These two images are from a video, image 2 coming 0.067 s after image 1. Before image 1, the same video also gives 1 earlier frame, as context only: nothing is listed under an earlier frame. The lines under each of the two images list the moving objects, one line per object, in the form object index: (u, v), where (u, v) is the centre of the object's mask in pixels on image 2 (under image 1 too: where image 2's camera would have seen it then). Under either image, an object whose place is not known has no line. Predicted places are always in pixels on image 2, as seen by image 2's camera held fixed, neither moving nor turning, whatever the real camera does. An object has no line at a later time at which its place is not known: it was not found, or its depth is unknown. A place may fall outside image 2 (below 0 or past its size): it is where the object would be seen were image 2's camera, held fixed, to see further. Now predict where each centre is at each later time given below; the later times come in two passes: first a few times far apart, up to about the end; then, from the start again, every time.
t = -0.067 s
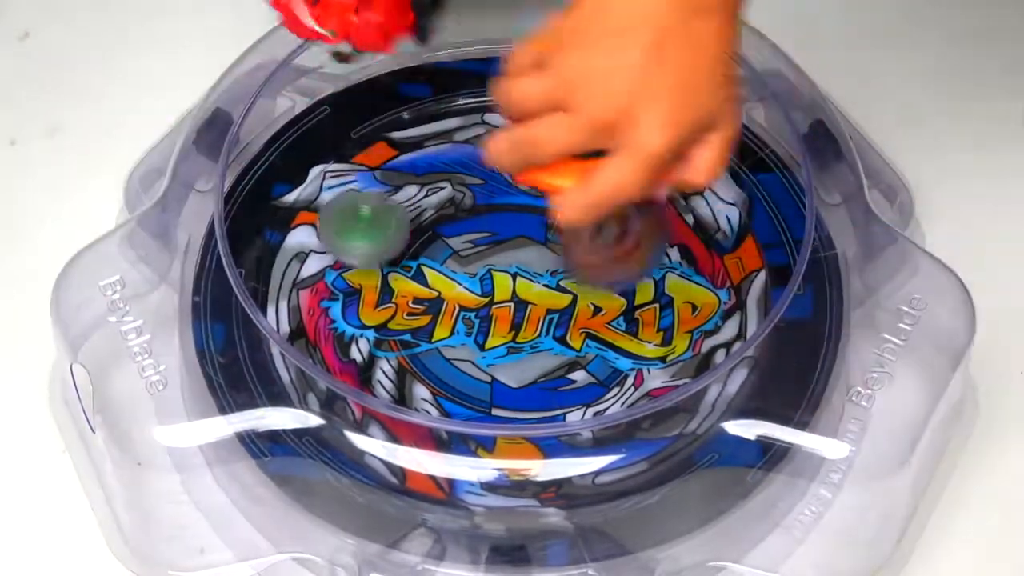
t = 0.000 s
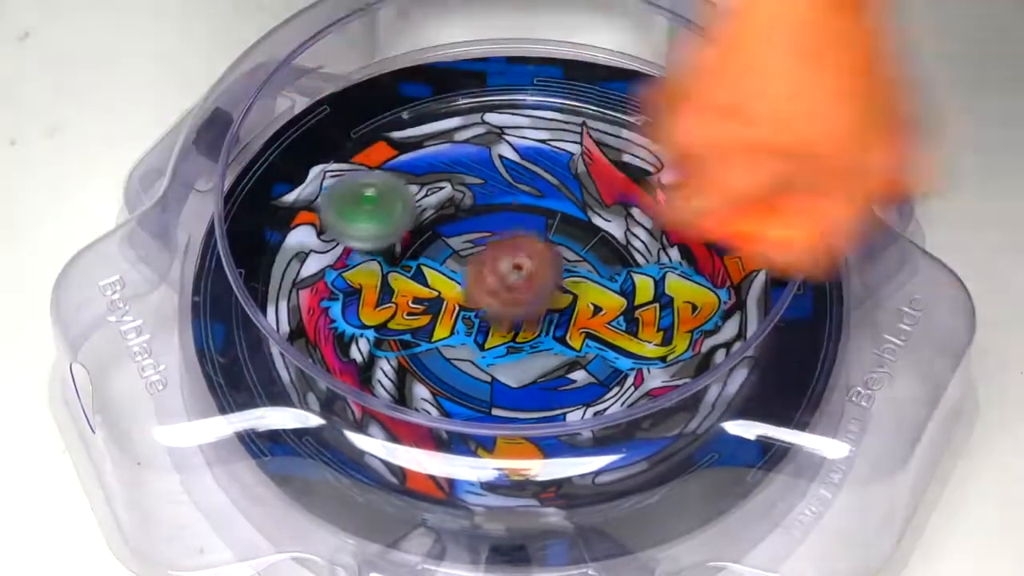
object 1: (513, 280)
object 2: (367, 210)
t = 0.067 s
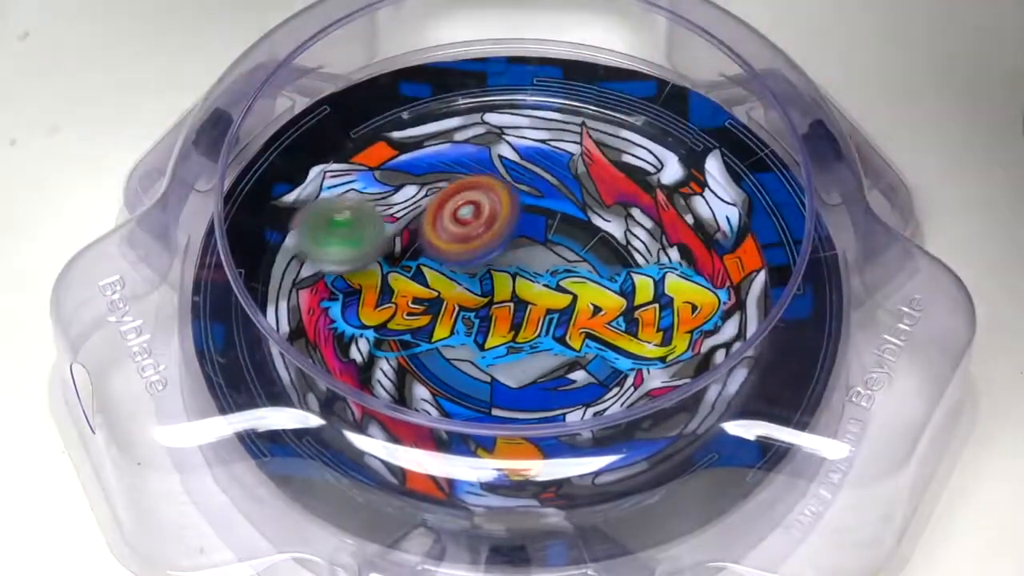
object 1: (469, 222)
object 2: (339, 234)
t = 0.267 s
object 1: (468, 225)
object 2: (222, 232)
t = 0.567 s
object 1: (558, 383)
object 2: (298, 309)
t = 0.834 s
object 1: (659, 386)
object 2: (336, 302)
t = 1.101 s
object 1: (509, 316)
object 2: (376, 272)
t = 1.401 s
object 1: (619, 428)
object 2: (459, 164)
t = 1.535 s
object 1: (652, 351)
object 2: (562, 178)
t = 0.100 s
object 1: (462, 215)
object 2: (300, 239)
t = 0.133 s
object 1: (456, 225)
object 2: (277, 228)
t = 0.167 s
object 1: (452, 246)
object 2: (259, 230)
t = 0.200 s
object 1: (458, 230)
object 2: (239, 225)
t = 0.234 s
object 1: (463, 224)
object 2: (228, 229)
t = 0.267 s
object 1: (468, 225)
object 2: (222, 232)
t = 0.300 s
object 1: (477, 246)
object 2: (225, 241)
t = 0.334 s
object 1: (483, 277)
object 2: (231, 249)
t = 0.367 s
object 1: (495, 276)
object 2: (237, 258)
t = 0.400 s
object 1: (508, 282)
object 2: (246, 269)
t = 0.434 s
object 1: (518, 301)
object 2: (252, 276)
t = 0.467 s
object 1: (531, 334)
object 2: (259, 284)
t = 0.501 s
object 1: (540, 357)
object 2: (271, 297)
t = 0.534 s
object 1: (548, 374)
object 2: (283, 305)
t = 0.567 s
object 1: (558, 383)
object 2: (298, 309)
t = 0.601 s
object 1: (568, 406)
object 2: (310, 314)
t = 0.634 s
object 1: (583, 417)
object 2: (315, 317)
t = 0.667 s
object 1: (601, 427)
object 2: (320, 317)
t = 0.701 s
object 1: (629, 445)
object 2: (322, 315)
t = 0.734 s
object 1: (641, 441)
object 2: (324, 313)
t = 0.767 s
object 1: (646, 418)
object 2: (328, 309)
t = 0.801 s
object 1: (654, 396)
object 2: (332, 305)
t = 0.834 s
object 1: (659, 386)
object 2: (336, 302)
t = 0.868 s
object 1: (657, 364)
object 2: (341, 298)
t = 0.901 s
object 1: (651, 358)
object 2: (345, 295)
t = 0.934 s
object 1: (643, 351)
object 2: (351, 290)
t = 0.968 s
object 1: (619, 339)
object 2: (356, 286)
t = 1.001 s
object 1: (598, 331)
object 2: (361, 283)
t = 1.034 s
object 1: (573, 324)
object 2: (366, 279)
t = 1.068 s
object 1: (536, 318)
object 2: (372, 275)
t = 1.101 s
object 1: (509, 316)
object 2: (376, 272)
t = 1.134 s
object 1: (482, 316)
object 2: (382, 270)
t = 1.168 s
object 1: (485, 338)
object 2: (352, 235)
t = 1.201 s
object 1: (503, 363)
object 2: (314, 195)
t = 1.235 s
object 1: (518, 387)
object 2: (307, 169)
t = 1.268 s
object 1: (538, 400)
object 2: (340, 154)
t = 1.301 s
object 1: (556, 423)
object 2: (366, 158)
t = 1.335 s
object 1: (577, 431)
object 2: (393, 161)
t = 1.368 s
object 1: (605, 431)
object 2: (432, 164)
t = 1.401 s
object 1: (619, 428)
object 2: (459, 164)
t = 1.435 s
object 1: (637, 418)
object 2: (484, 167)
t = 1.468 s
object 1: (648, 391)
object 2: (518, 170)
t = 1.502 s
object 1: (651, 368)
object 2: (541, 174)
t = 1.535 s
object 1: (652, 351)
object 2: (562, 178)
